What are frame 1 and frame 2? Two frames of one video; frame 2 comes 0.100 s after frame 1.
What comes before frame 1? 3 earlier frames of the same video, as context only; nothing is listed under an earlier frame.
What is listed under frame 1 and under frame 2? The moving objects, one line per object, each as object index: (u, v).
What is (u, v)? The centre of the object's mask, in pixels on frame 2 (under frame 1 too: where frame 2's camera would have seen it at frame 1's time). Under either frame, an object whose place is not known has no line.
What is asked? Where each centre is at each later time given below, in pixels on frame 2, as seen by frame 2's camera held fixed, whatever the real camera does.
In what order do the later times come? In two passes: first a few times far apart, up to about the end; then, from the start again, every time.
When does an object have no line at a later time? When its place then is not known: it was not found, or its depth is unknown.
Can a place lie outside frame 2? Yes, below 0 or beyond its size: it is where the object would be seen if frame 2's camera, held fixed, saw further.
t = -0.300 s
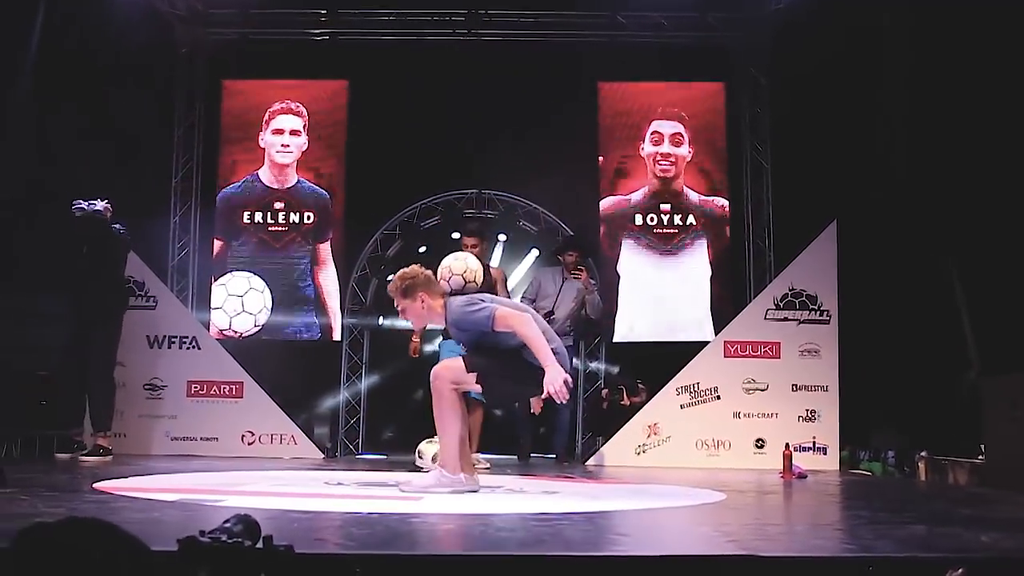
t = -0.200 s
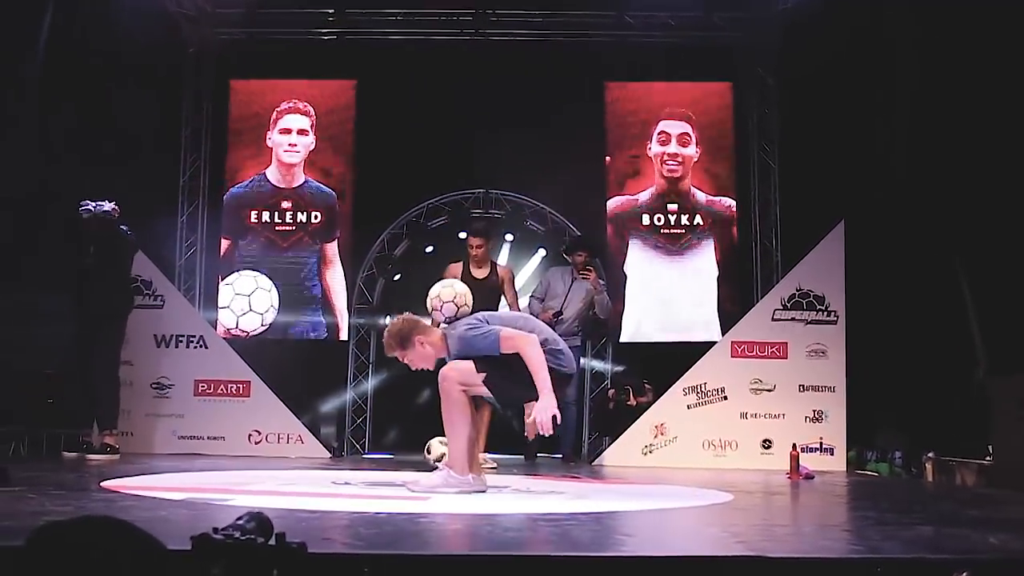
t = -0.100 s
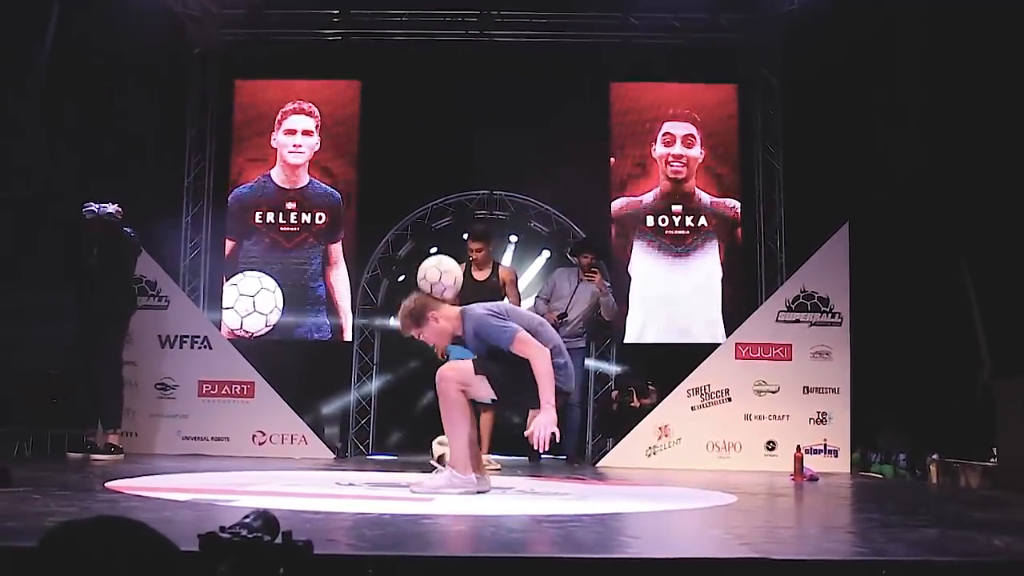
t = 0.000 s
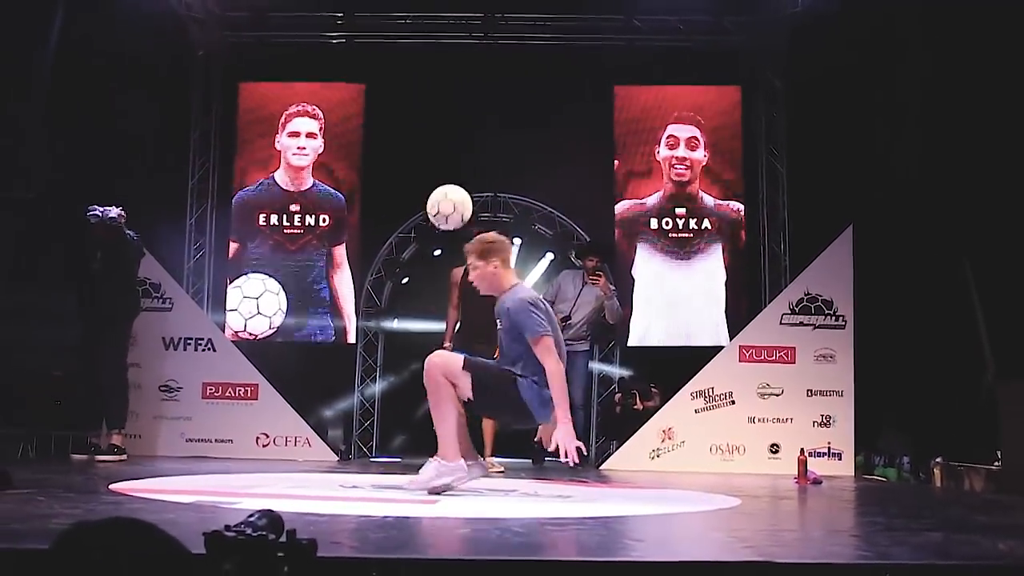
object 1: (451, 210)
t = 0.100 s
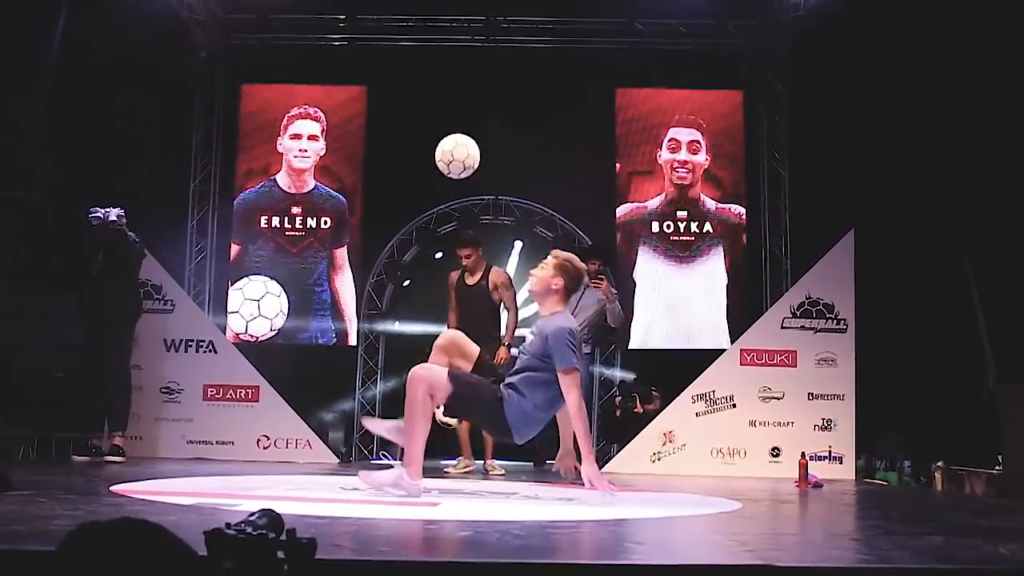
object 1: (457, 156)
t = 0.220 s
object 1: (464, 117)
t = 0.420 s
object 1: (473, 114)
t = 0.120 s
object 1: (458, 147)
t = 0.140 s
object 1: (460, 140)
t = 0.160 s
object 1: (461, 133)
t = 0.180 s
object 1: (462, 127)
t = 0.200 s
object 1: (463, 122)
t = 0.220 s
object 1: (464, 117)
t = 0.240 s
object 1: (465, 113)
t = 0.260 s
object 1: (466, 110)
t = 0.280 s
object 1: (467, 108)
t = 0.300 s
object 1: (468, 107)
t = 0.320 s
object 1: (469, 106)
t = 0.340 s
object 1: (470, 106)
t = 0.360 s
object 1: (471, 107)
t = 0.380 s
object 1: (472, 108)
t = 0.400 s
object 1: (472, 111)
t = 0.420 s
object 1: (473, 114)
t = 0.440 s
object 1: (474, 118)
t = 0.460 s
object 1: (475, 122)
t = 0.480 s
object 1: (475, 127)
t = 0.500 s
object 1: (476, 134)
